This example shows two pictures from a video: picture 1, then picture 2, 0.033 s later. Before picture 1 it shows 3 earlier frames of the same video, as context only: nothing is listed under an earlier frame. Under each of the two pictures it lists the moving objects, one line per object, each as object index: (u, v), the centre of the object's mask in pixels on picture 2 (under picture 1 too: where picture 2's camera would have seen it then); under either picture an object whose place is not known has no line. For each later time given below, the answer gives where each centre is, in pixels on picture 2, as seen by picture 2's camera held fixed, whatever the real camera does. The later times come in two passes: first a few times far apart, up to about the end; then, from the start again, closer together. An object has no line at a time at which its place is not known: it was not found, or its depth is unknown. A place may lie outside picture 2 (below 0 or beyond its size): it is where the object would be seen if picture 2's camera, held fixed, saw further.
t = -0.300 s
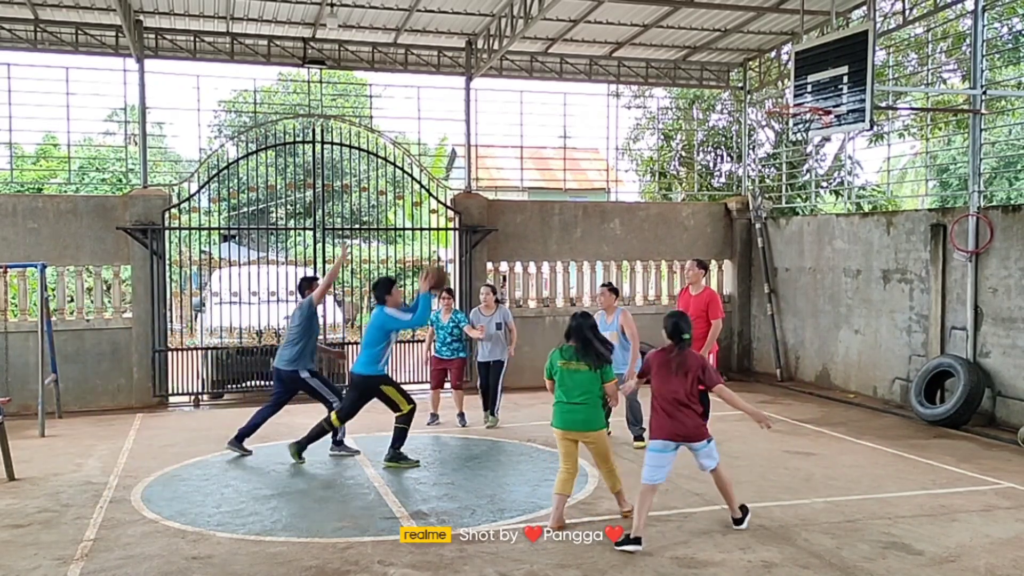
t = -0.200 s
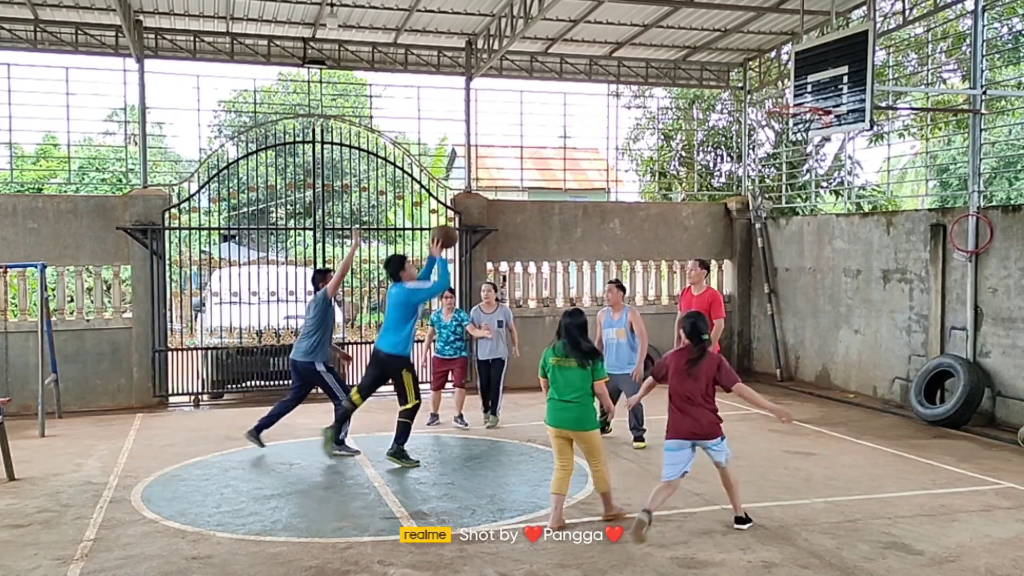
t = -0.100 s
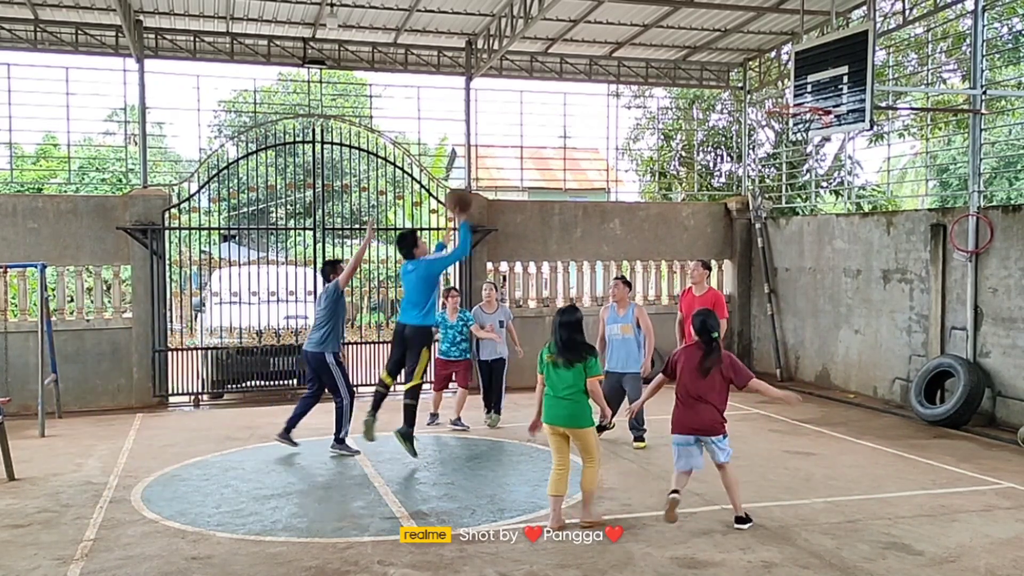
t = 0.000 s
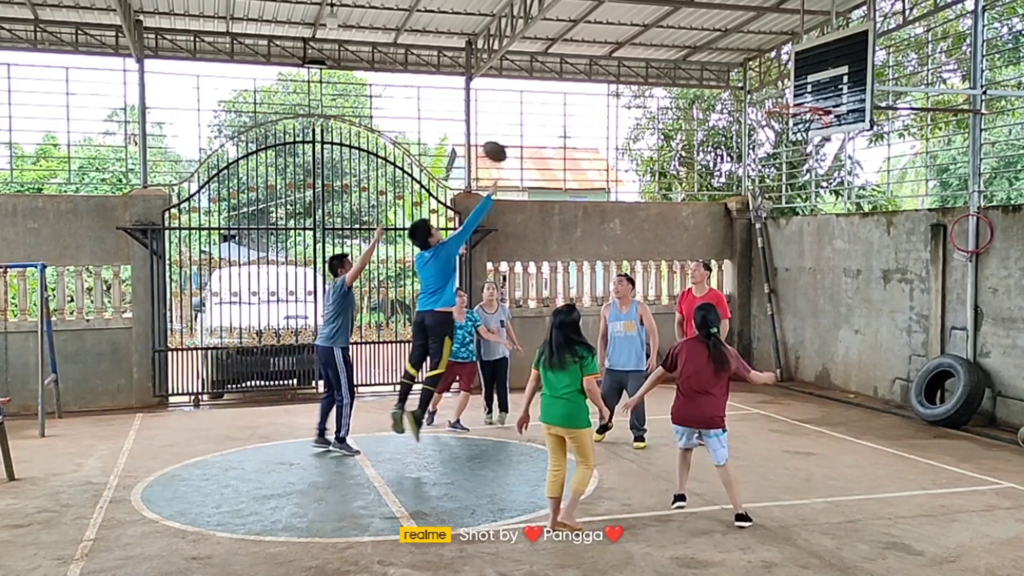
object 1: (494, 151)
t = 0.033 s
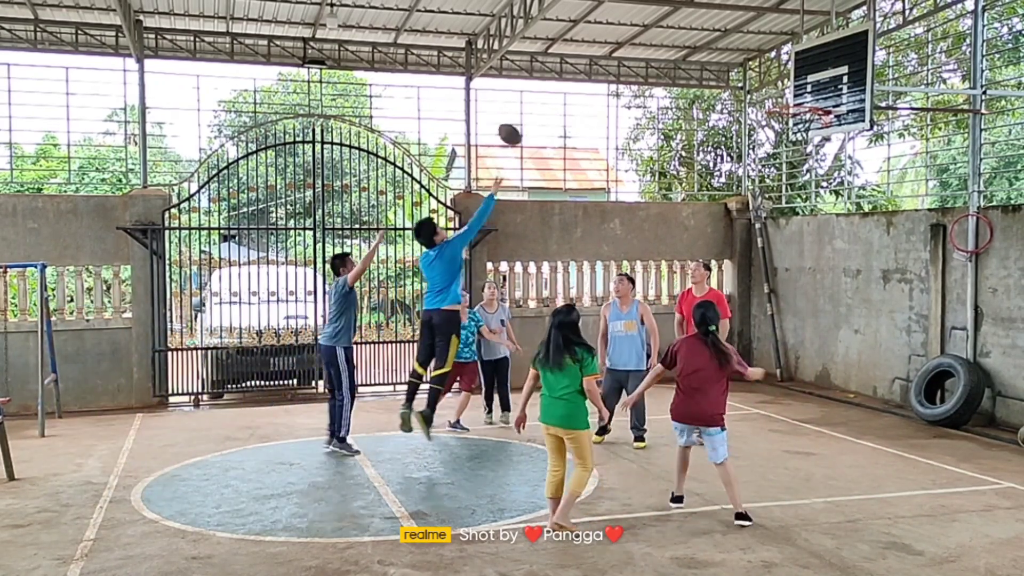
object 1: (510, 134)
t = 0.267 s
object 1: (610, 52)
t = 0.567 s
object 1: (734, 39)
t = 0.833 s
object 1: (816, 89)
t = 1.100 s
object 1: (768, 60)
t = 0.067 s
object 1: (524, 119)
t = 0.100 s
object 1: (538, 105)
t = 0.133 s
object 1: (553, 91)
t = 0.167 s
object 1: (568, 79)
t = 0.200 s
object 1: (582, 68)
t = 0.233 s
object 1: (596, 61)
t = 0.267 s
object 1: (610, 52)
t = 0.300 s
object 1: (624, 46)
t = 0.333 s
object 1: (638, 40)
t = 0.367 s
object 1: (652, 37)
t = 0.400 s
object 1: (666, 34)
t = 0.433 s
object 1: (679, 32)
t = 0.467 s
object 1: (693, 33)
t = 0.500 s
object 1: (707, 33)
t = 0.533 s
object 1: (721, 36)
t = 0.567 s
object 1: (734, 39)
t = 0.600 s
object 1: (747, 44)
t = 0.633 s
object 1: (761, 49)
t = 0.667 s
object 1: (773, 55)
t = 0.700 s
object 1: (788, 64)
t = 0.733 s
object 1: (799, 73)
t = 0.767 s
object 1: (812, 82)
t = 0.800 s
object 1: (824, 96)
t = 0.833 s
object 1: (816, 89)
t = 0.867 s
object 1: (812, 81)
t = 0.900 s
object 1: (805, 74)
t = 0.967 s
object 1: (794, 65)
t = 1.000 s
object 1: (787, 62)
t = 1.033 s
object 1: (781, 60)
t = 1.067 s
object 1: (774, 60)
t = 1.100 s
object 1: (768, 60)
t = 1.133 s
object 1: (762, 63)
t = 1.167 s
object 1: (756, 66)
